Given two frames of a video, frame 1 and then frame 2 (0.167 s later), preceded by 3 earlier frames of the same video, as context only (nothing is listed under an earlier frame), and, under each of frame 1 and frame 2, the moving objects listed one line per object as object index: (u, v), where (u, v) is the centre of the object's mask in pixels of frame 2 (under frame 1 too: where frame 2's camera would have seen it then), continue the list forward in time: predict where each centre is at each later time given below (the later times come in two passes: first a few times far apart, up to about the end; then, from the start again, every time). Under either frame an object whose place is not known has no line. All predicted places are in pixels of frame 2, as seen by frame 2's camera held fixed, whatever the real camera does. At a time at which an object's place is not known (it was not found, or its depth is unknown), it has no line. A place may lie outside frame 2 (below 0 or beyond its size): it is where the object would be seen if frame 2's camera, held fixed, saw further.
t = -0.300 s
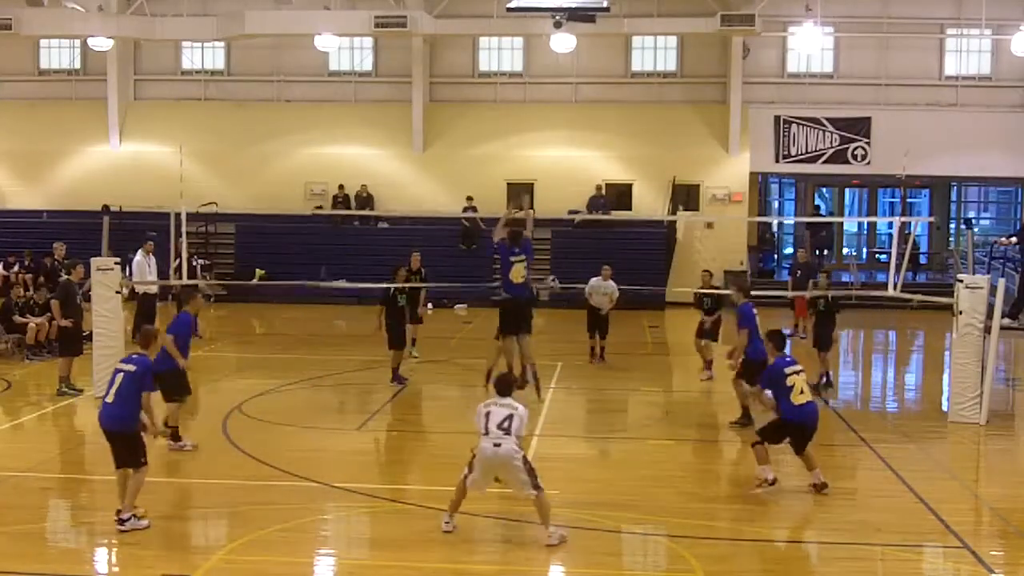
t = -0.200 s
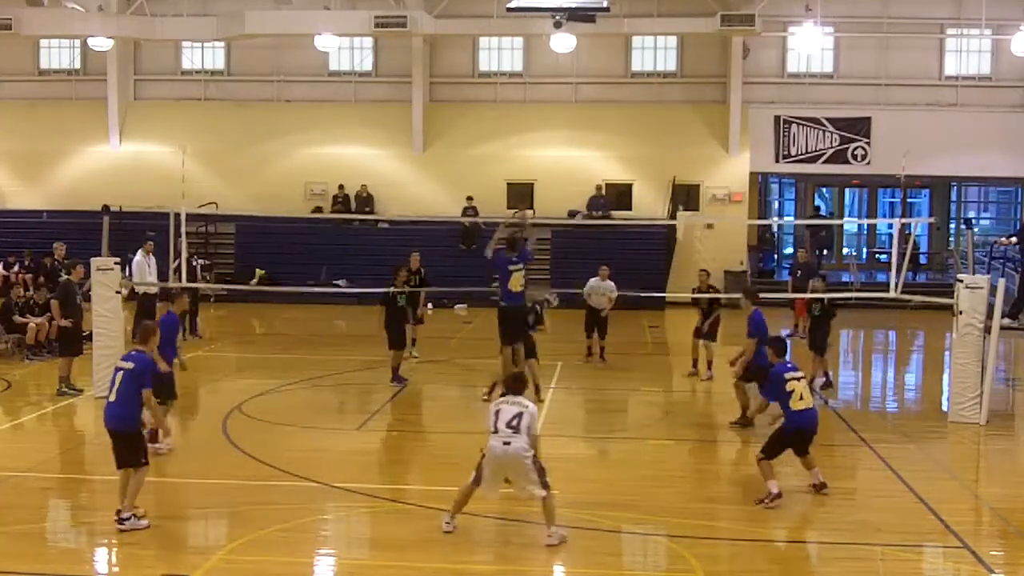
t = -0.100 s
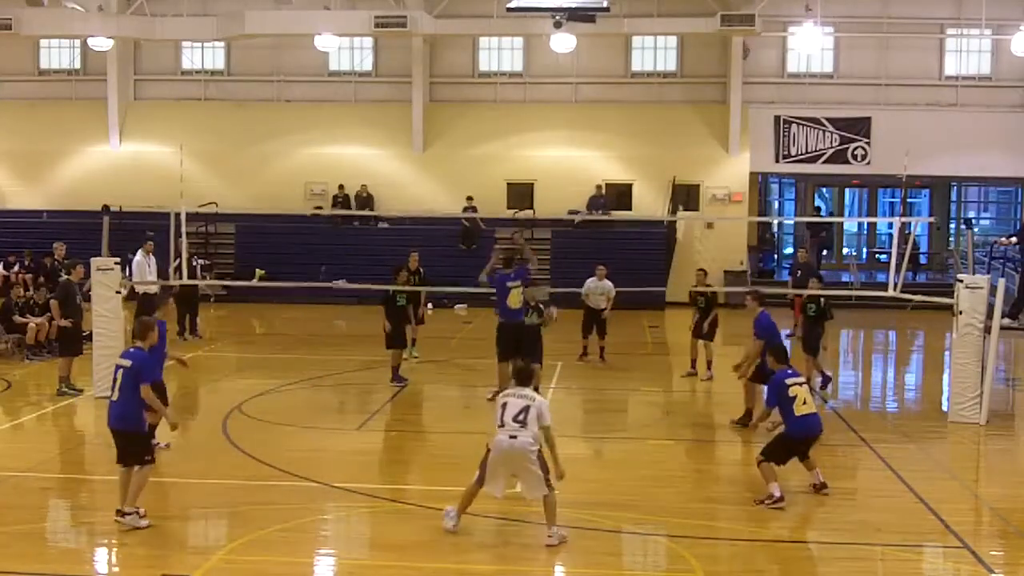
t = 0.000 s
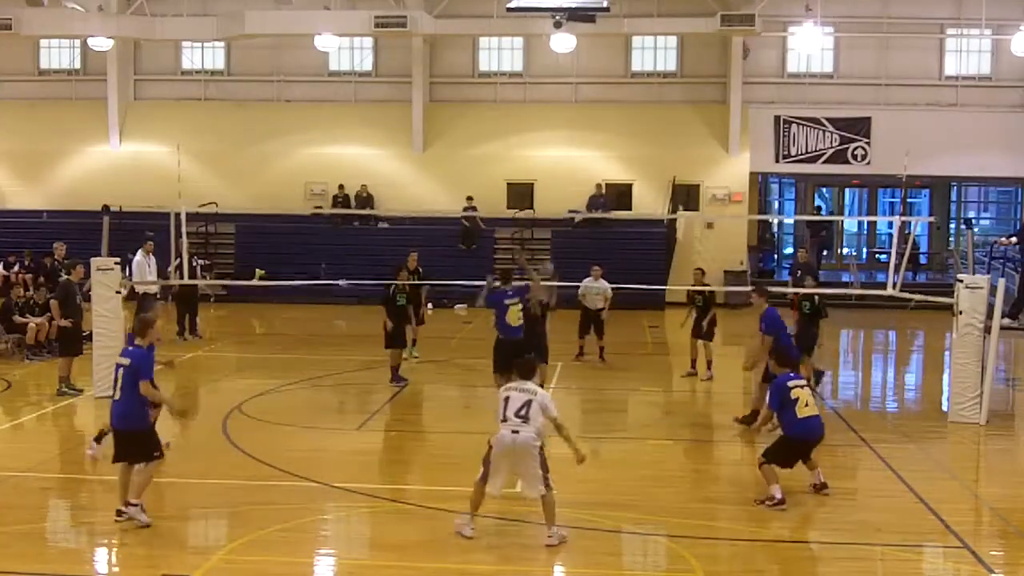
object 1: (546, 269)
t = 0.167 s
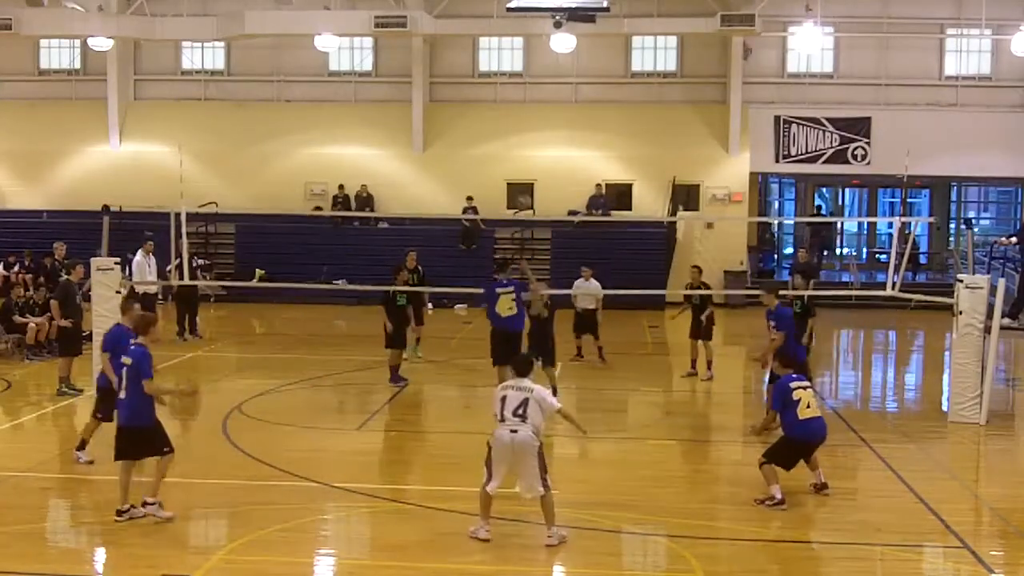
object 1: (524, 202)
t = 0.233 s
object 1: (517, 183)
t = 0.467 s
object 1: (485, 138)
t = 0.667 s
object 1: (460, 133)
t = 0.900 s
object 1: (432, 164)
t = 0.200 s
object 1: (519, 192)
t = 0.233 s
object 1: (517, 183)
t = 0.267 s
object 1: (511, 174)
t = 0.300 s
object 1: (507, 165)
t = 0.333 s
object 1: (502, 159)
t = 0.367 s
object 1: (498, 152)
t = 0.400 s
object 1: (494, 147)
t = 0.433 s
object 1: (489, 142)
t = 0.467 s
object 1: (485, 138)
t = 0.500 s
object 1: (481, 135)
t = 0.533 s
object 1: (477, 134)
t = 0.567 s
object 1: (472, 132)
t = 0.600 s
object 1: (468, 132)
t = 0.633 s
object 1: (464, 132)
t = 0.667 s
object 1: (460, 133)
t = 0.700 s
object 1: (456, 136)
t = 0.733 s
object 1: (452, 138)
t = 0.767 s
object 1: (448, 142)
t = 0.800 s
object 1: (444, 146)
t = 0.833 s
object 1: (440, 152)
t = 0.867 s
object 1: (436, 157)
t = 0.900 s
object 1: (432, 164)
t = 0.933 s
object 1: (428, 171)
